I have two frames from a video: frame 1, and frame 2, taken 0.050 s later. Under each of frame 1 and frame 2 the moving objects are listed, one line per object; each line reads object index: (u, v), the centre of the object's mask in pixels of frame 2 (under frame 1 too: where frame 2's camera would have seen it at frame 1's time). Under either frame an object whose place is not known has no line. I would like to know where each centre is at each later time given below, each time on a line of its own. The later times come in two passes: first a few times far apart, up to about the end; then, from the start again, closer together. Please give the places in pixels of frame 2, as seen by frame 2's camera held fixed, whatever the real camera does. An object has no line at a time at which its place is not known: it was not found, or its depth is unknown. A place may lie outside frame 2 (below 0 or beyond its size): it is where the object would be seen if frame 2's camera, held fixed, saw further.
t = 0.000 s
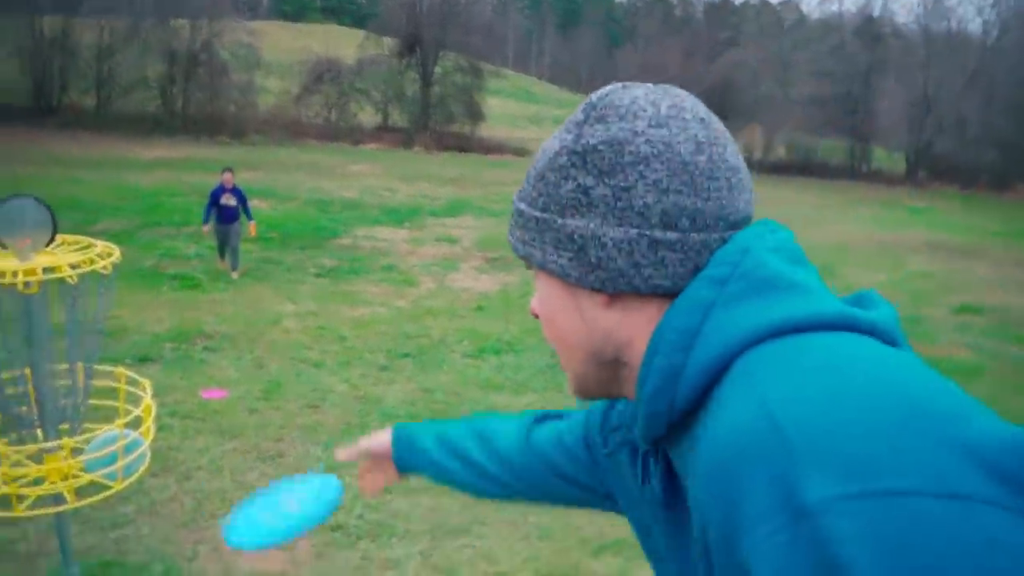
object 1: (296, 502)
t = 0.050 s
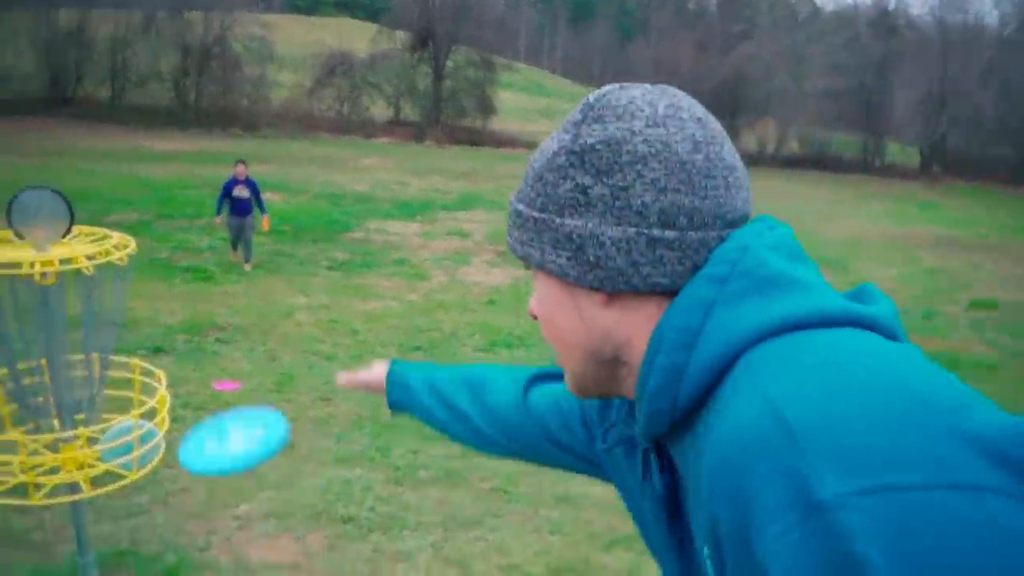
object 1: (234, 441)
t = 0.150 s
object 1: (147, 380)
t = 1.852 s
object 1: (108, 458)
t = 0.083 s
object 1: (201, 412)
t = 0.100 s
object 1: (187, 401)
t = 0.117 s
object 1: (172, 393)
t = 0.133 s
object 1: (159, 385)
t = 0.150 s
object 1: (147, 380)
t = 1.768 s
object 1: (106, 457)
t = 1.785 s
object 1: (108, 457)
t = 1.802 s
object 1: (106, 457)
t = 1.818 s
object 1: (106, 457)
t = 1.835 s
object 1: (107, 457)
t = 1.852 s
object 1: (108, 458)
